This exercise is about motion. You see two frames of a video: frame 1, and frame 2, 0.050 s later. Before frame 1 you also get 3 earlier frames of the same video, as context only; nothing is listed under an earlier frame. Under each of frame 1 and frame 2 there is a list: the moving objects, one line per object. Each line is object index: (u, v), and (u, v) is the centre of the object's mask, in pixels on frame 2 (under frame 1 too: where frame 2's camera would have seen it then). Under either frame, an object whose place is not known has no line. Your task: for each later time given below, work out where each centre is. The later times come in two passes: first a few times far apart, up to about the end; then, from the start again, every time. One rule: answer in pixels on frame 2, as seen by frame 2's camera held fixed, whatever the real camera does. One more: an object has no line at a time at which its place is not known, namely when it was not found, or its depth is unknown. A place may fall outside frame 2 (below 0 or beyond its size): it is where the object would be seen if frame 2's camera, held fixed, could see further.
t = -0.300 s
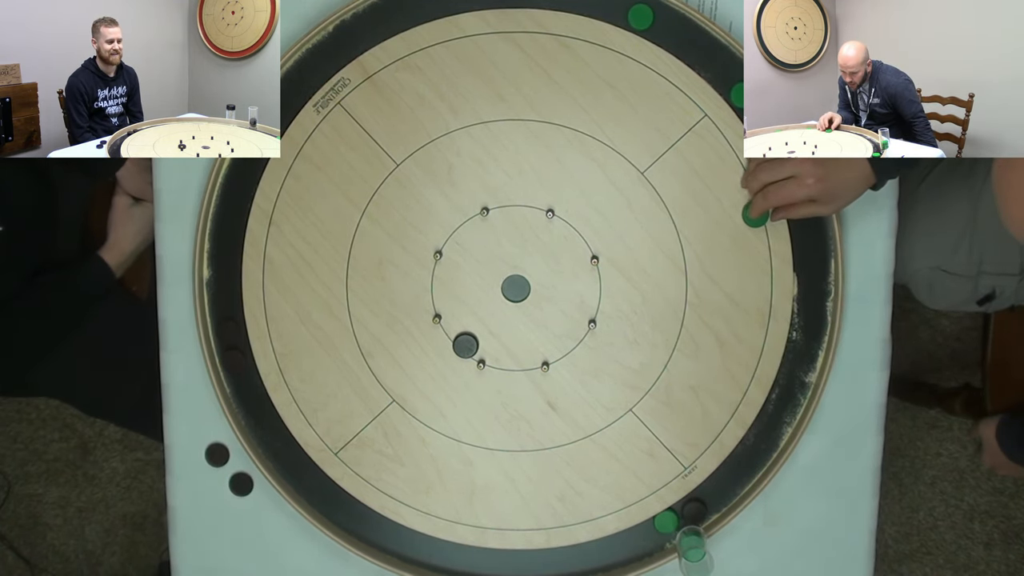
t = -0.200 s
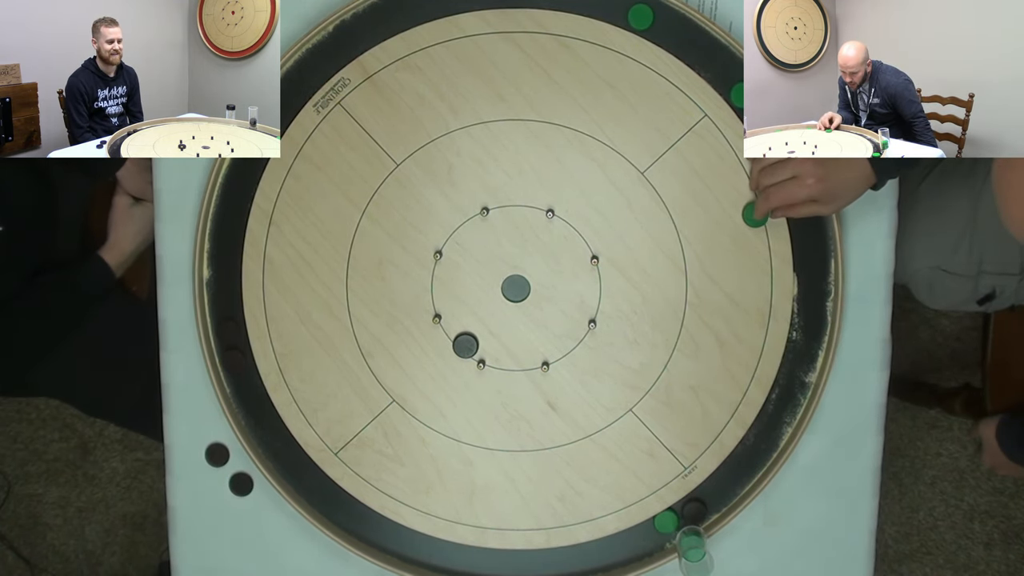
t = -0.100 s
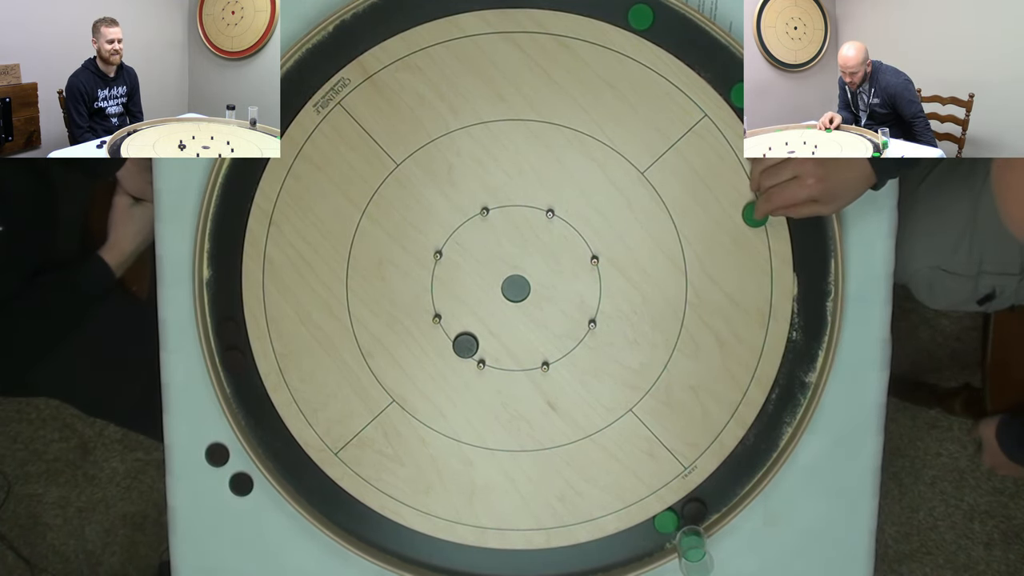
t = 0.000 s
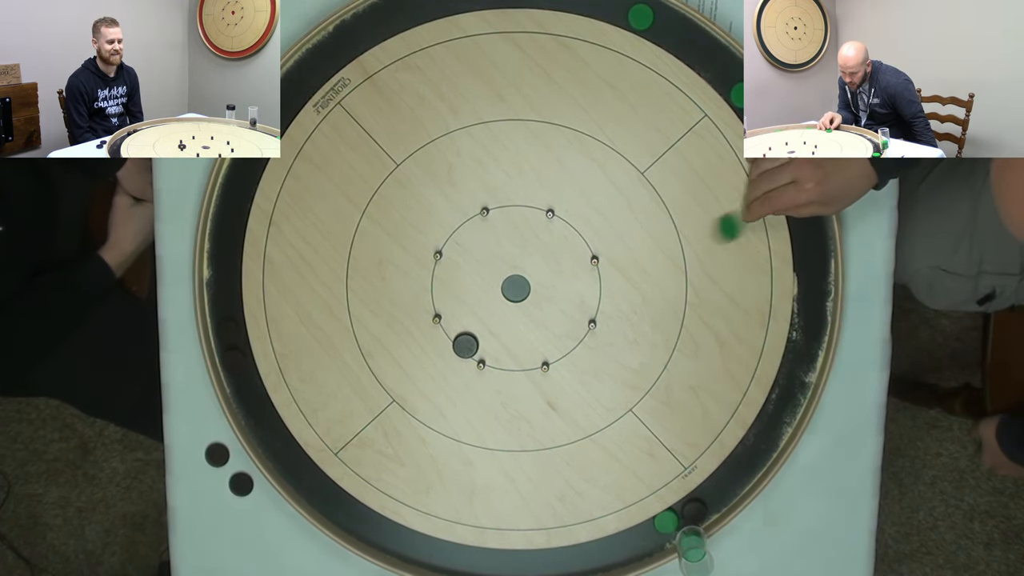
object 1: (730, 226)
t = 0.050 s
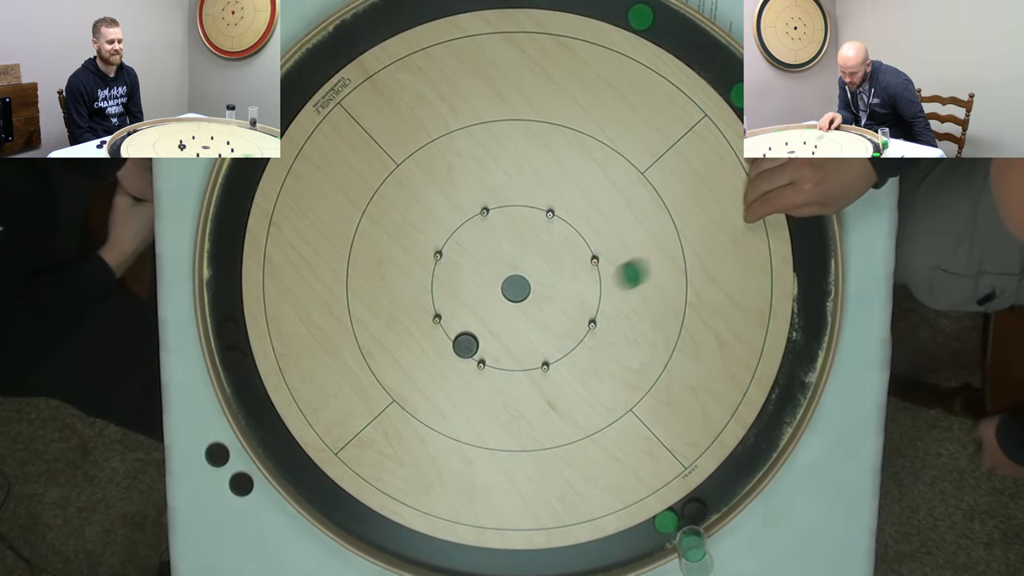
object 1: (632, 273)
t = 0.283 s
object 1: (520, 304)
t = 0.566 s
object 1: (541, 267)
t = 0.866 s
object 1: (541, 267)
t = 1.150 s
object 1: (541, 267)
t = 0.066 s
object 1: (600, 289)
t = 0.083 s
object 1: (568, 305)
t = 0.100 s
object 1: (537, 319)
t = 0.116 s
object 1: (506, 335)
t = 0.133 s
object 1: (490, 346)
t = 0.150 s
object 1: (492, 346)
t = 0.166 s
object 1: (496, 340)
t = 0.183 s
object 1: (500, 334)
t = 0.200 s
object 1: (504, 328)
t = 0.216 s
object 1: (507, 323)
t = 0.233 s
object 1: (511, 318)
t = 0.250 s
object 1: (514, 313)
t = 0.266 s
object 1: (517, 308)
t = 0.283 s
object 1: (520, 304)
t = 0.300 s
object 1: (523, 300)
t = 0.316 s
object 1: (525, 296)
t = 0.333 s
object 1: (527, 292)
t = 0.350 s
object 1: (530, 289)
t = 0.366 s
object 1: (531, 285)
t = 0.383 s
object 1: (533, 282)
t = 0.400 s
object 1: (535, 279)
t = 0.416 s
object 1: (536, 277)
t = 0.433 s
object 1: (537, 274)
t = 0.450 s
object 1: (538, 272)
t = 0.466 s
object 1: (539, 271)
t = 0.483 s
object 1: (540, 269)
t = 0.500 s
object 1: (540, 268)
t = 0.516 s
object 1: (540, 267)
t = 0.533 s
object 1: (541, 267)
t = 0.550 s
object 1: (541, 267)
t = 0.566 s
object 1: (541, 267)
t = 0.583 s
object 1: (541, 267)
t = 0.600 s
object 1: (541, 267)
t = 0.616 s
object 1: (541, 267)
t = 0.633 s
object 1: (541, 267)
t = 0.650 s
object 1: (541, 267)
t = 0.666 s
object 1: (541, 267)
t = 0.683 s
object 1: (541, 267)
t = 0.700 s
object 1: (541, 267)
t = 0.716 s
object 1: (541, 267)
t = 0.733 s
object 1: (541, 267)
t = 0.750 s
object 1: (541, 267)
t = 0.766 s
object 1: (541, 267)
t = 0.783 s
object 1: (541, 267)
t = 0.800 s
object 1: (541, 267)
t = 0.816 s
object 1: (541, 267)
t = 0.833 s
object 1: (541, 267)
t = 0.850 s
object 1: (541, 267)
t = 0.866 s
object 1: (541, 267)
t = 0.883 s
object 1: (541, 267)
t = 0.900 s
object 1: (541, 267)
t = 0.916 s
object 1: (541, 267)
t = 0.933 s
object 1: (541, 267)
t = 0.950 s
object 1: (541, 267)
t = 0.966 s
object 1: (541, 267)
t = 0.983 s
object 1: (541, 267)
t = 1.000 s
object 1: (541, 267)
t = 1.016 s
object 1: (541, 267)
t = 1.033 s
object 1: (541, 267)
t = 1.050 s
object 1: (541, 267)
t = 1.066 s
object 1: (541, 267)
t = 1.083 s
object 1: (541, 267)
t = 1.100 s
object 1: (541, 267)
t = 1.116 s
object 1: (541, 267)
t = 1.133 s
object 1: (540, 267)
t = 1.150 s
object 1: (541, 267)
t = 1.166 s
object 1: (541, 267)
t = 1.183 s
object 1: (541, 267)
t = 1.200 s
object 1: (541, 267)
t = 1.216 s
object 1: (540, 267)
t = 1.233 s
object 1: (541, 267)
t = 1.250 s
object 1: (541, 267)
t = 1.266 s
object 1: (541, 267)
